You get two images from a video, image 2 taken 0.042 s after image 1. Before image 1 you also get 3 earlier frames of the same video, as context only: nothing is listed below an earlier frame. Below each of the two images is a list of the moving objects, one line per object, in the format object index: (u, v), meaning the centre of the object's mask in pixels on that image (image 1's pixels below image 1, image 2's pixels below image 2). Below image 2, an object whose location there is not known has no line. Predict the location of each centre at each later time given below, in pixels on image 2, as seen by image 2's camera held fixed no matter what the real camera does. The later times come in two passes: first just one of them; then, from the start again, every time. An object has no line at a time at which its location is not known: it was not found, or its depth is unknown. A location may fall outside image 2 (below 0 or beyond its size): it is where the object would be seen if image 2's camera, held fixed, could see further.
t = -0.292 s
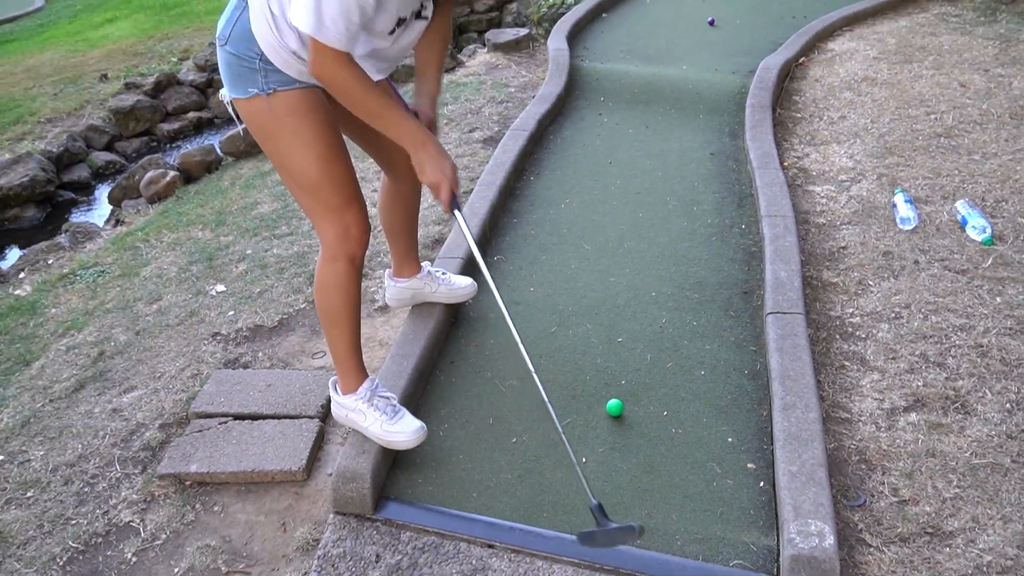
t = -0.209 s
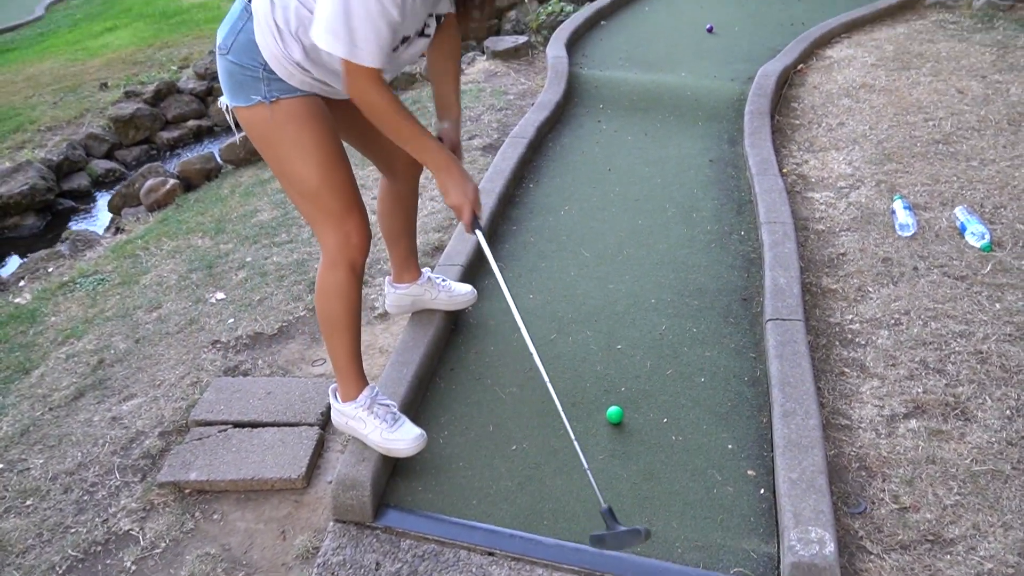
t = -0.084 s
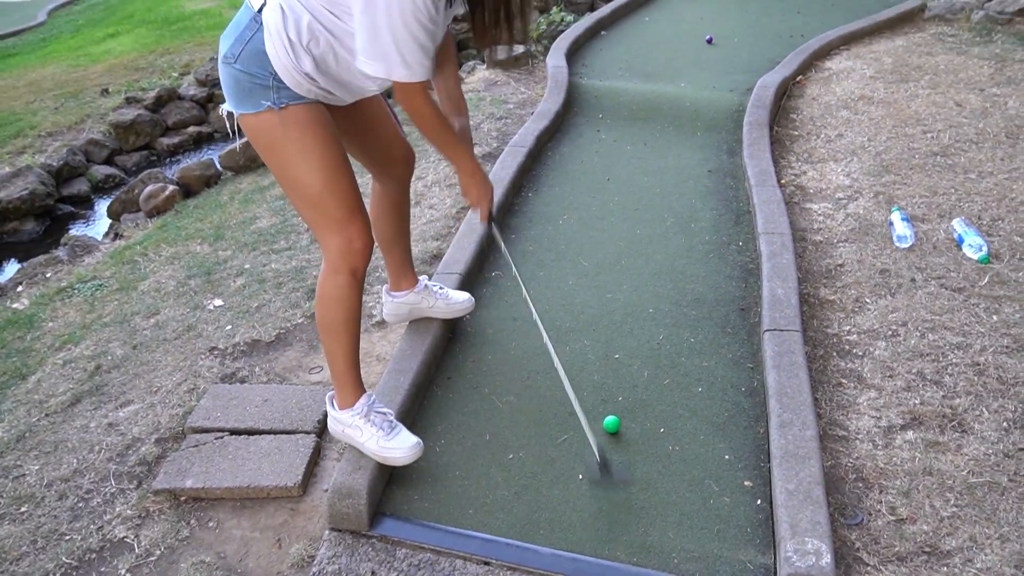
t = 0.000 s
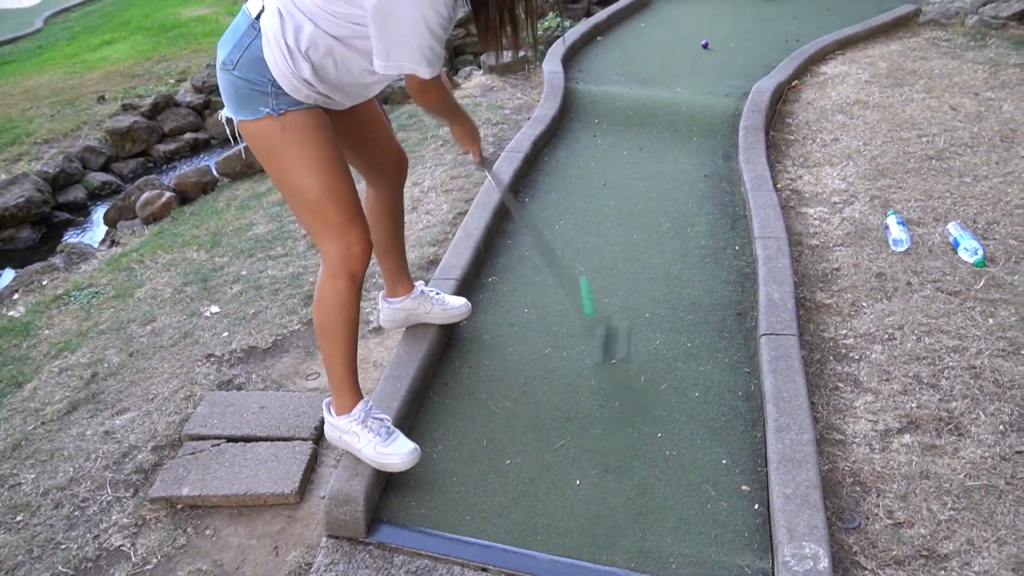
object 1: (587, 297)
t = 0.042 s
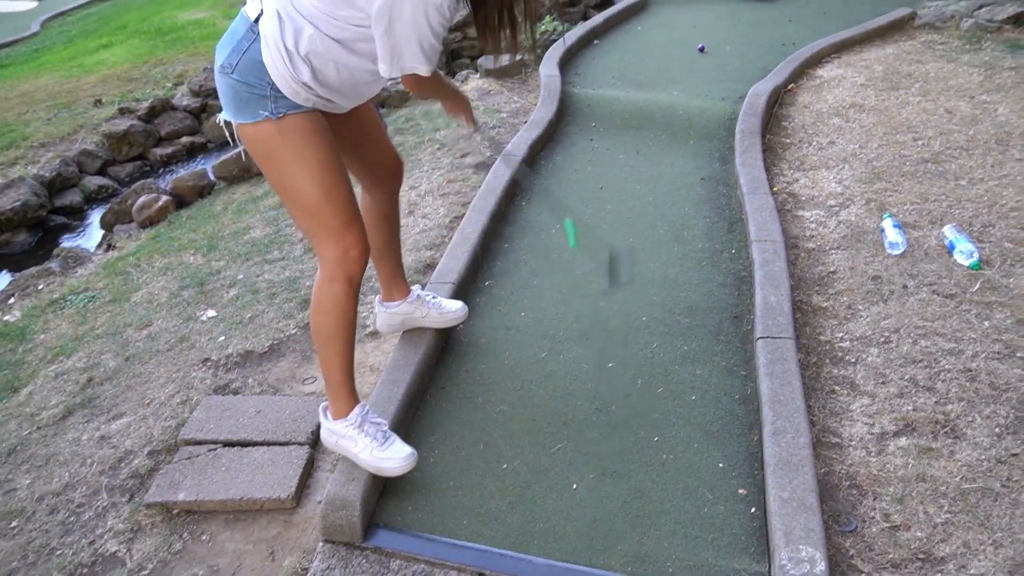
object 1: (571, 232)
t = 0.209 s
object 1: (543, 93)
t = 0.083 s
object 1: (561, 181)
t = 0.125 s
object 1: (554, 144)
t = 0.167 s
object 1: (549, 117)
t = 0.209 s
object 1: (543, 93)
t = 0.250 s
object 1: (537, 60)
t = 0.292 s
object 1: (533, 33)
